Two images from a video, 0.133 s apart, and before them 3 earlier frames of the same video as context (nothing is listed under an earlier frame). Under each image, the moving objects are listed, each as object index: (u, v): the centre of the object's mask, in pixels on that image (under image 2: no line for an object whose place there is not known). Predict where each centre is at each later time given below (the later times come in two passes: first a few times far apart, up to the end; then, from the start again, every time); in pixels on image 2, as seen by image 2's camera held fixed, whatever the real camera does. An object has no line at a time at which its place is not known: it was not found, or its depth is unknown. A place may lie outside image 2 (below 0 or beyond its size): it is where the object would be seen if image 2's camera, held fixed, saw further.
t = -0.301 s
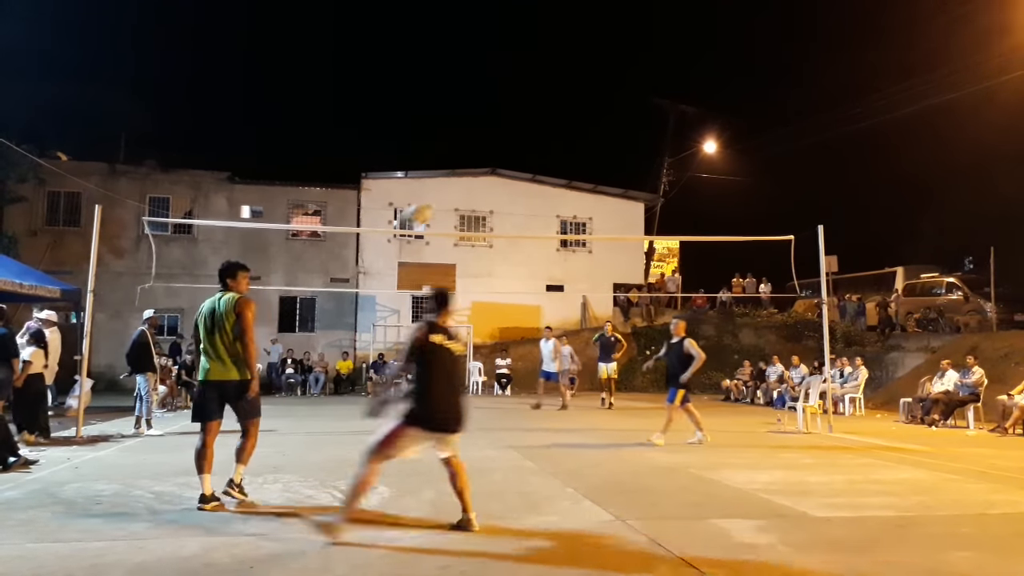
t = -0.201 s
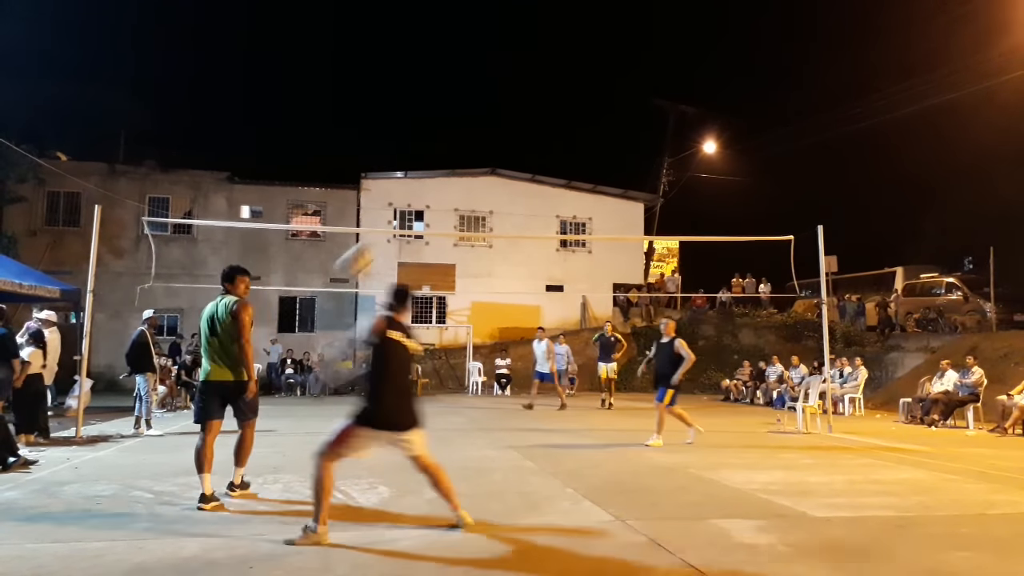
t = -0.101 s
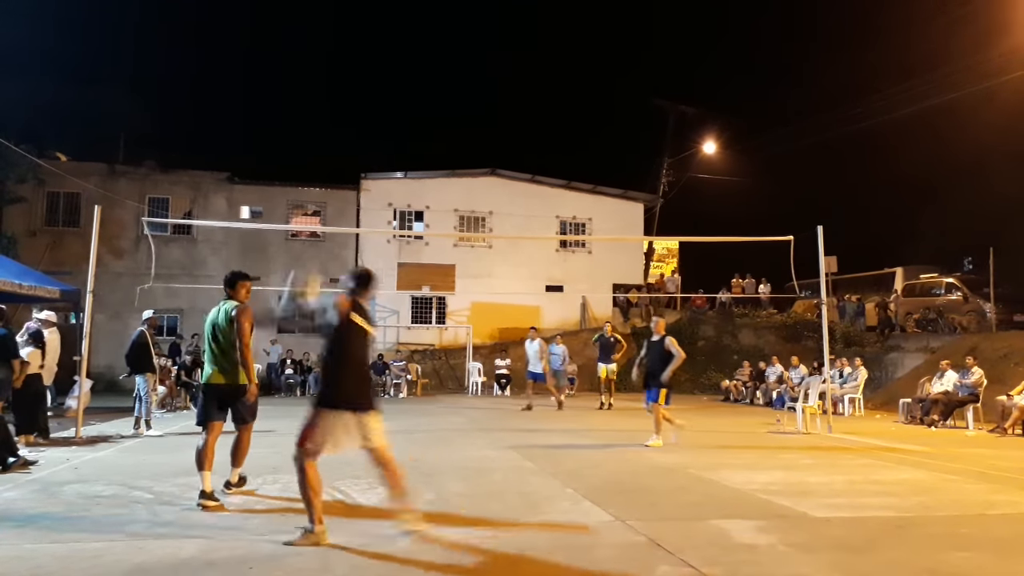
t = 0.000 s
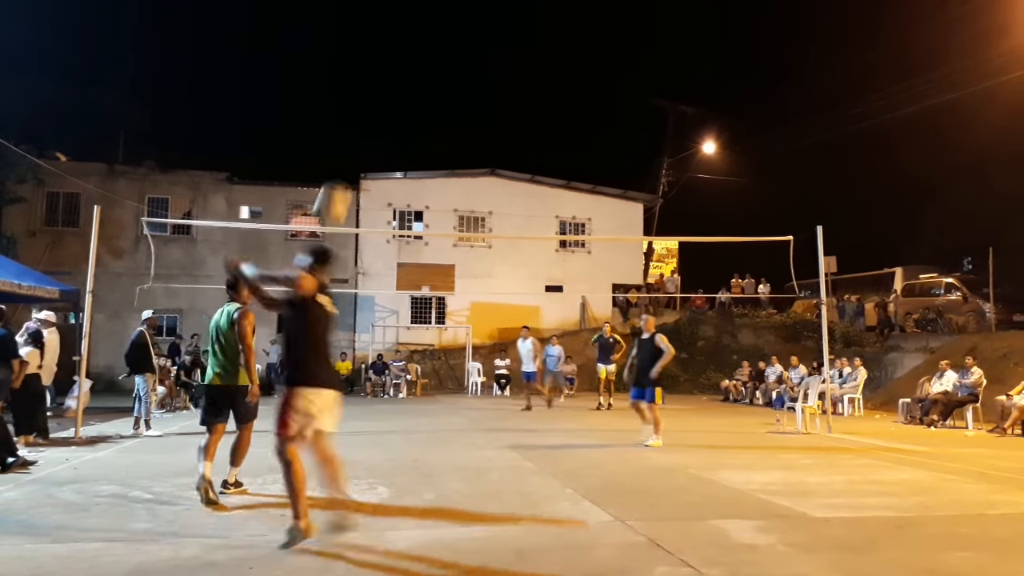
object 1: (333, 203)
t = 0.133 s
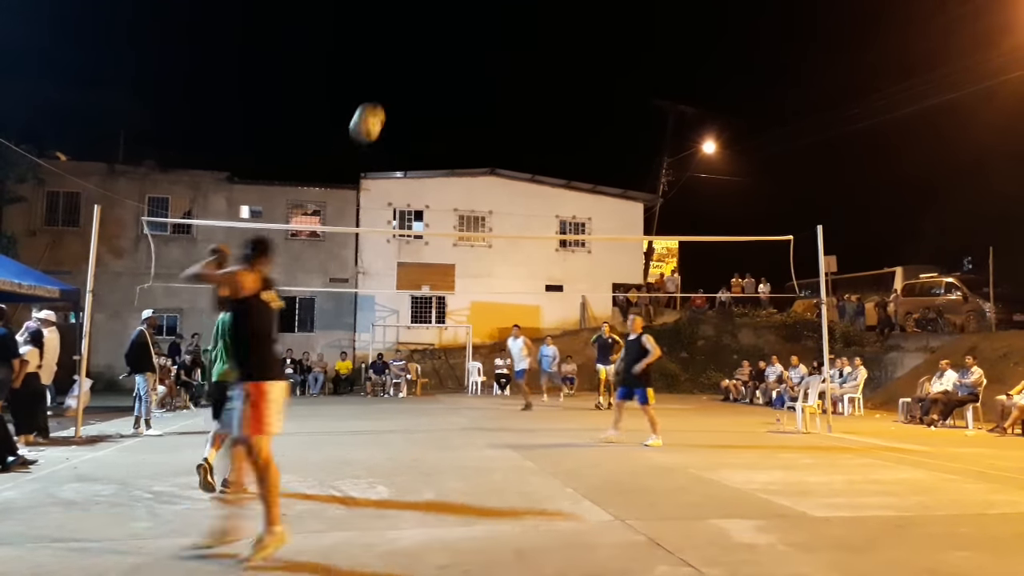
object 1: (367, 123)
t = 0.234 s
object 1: (390, 82)
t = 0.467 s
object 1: (435, 44)
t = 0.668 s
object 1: (466, 60)
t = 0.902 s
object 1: (496, 120)
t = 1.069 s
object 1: (513, 183)
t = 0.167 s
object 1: (375, 108)
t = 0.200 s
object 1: (383, 94)
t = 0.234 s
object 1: (390, 82)
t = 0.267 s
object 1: (397, 72)
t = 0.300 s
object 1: (404, 64)
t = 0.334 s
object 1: (411, 57)
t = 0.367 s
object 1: (417, 52)
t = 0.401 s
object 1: (424, 48)
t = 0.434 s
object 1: (429, 45)
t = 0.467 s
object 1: (435, 44)
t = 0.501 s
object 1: (441, 44)
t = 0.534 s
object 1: (446, 45)
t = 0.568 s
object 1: (451, 47)
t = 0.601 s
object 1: (457, 50)
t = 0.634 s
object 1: (462, 54)
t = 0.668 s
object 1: (466, 60)
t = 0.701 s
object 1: (471, 66)
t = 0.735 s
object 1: (475, 73)
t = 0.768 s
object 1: (479, 81)
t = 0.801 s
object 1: (484, 89)
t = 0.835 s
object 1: (488, 99)
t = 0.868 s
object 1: (492, 109)
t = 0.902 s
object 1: (496, 120)
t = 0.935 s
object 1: (500, 132)
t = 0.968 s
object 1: (503, 144)
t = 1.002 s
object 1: (507, 156)
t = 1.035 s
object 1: (510, 168)
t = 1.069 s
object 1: (513, 183)
